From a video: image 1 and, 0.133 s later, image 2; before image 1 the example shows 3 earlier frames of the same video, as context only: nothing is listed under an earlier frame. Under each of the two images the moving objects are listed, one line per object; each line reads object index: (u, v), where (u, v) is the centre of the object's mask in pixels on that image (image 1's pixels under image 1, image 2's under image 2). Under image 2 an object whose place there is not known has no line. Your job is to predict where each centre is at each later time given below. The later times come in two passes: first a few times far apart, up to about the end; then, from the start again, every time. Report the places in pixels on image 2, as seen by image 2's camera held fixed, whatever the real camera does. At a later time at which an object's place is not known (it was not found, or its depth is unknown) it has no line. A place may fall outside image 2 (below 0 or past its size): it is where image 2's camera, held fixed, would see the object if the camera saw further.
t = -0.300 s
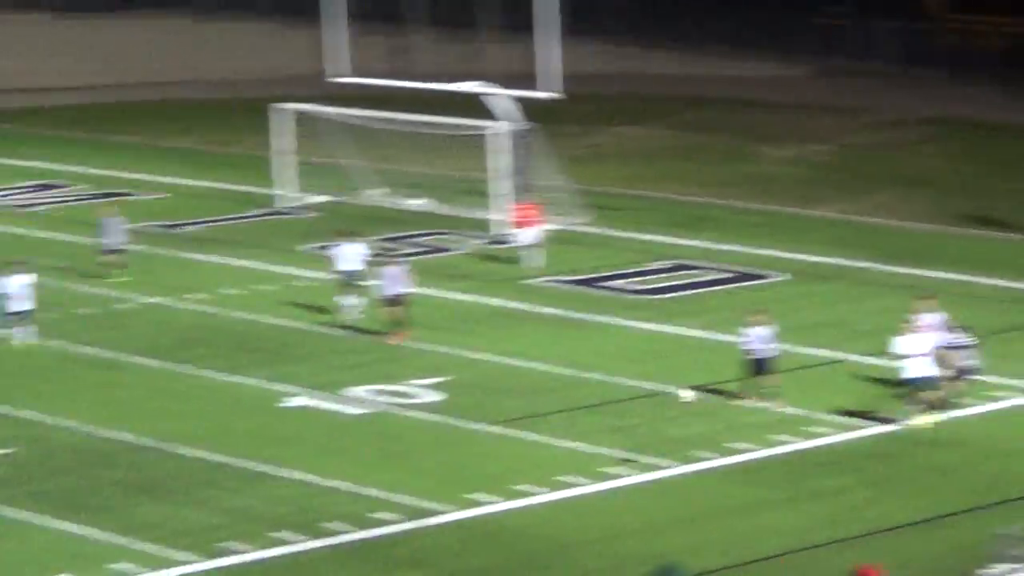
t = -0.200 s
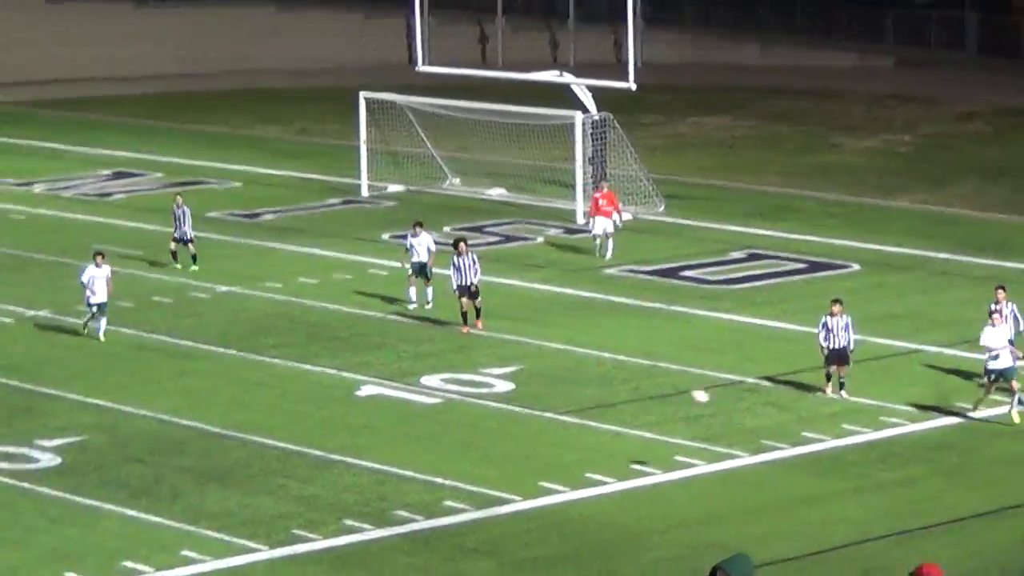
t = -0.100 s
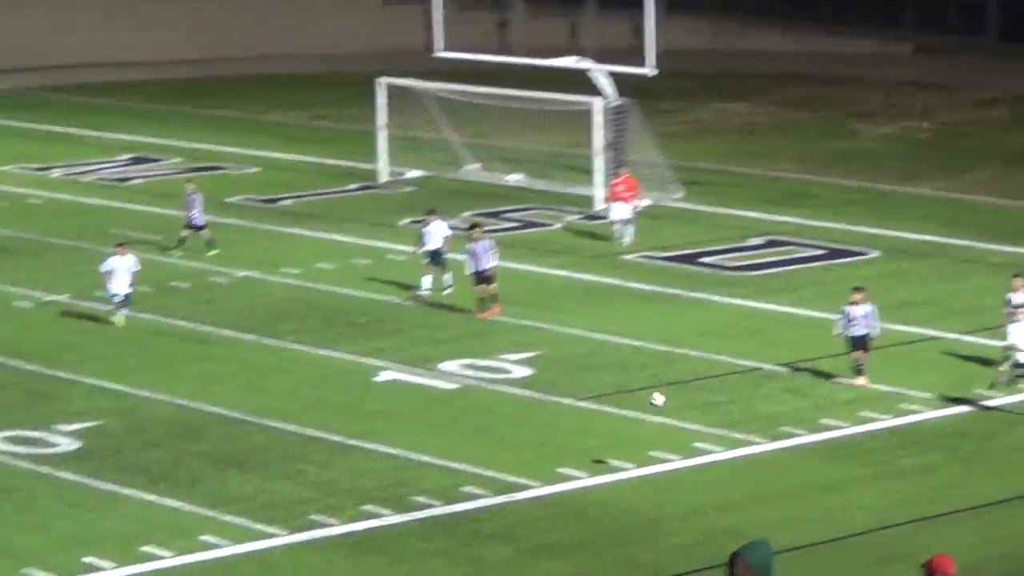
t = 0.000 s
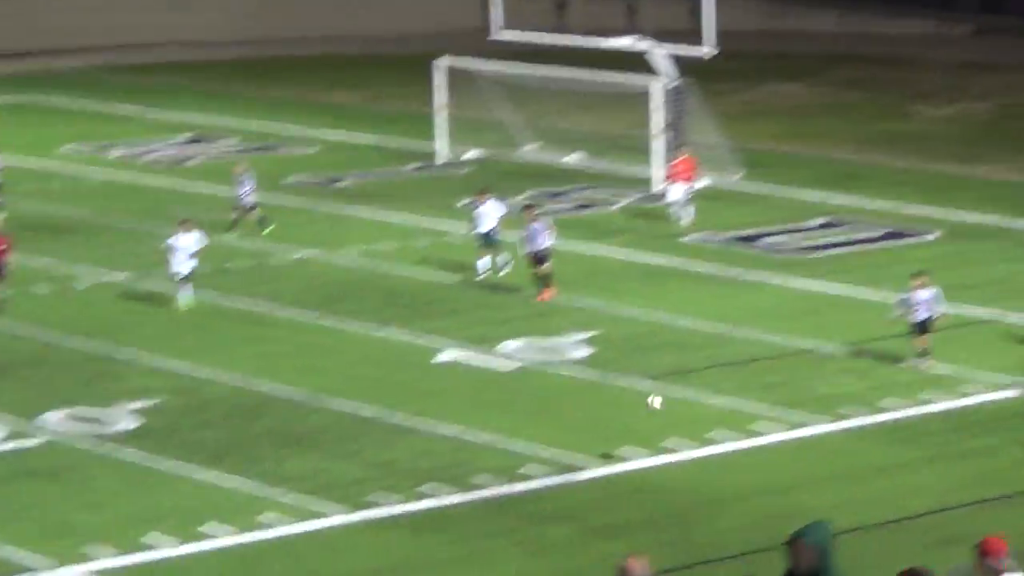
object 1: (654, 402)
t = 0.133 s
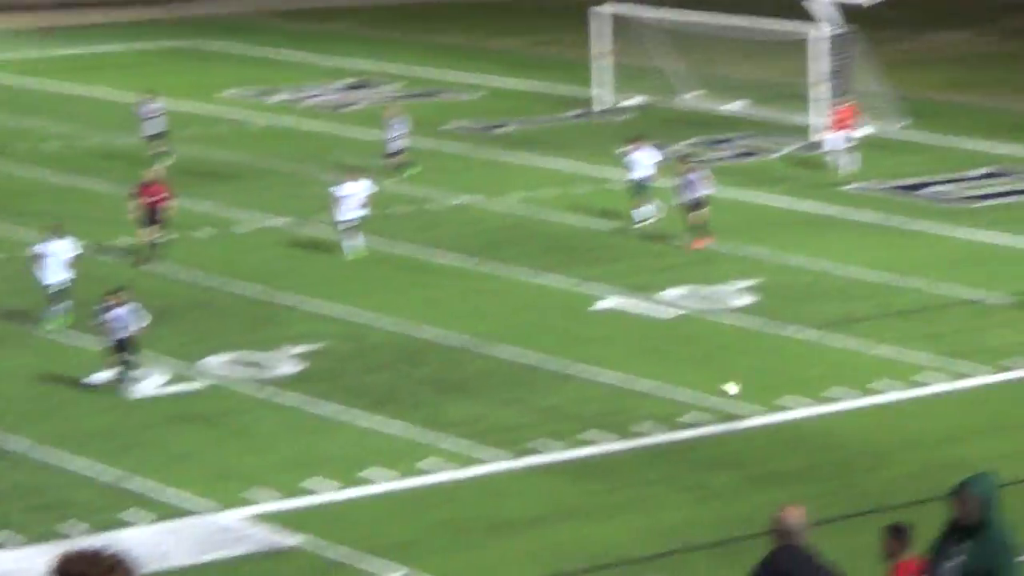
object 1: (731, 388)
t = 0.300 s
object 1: (629, 435)
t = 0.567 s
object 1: (521, 414)
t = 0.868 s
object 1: (399, 454)
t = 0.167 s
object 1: (709, 400)
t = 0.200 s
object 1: (688, 412)
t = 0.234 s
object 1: (666, 425)
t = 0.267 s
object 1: (644, 438)
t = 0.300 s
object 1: (629, 435)
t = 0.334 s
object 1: (616, 429)
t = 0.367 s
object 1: (603, 425)
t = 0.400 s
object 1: (589, 421)
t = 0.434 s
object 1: (575, 417)
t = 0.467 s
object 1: (562, 415)
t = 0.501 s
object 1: (548, 414)
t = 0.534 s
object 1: (535, 413)
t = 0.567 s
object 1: (521, 414)
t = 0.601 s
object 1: (507, 414)
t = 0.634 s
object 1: (495, 416)
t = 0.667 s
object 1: (480, 420)
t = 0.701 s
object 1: (466, 423)
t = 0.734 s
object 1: (451, 428)
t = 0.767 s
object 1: (438, 433)
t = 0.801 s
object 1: (425, 438)
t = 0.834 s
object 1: (412, 446)
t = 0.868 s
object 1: (399, 454)
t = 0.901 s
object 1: (385, 463)
